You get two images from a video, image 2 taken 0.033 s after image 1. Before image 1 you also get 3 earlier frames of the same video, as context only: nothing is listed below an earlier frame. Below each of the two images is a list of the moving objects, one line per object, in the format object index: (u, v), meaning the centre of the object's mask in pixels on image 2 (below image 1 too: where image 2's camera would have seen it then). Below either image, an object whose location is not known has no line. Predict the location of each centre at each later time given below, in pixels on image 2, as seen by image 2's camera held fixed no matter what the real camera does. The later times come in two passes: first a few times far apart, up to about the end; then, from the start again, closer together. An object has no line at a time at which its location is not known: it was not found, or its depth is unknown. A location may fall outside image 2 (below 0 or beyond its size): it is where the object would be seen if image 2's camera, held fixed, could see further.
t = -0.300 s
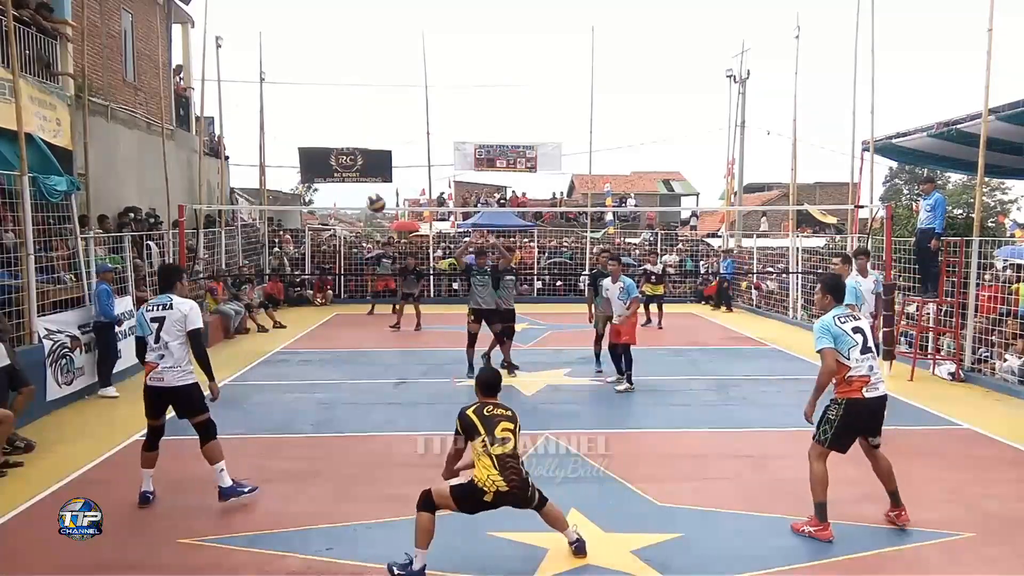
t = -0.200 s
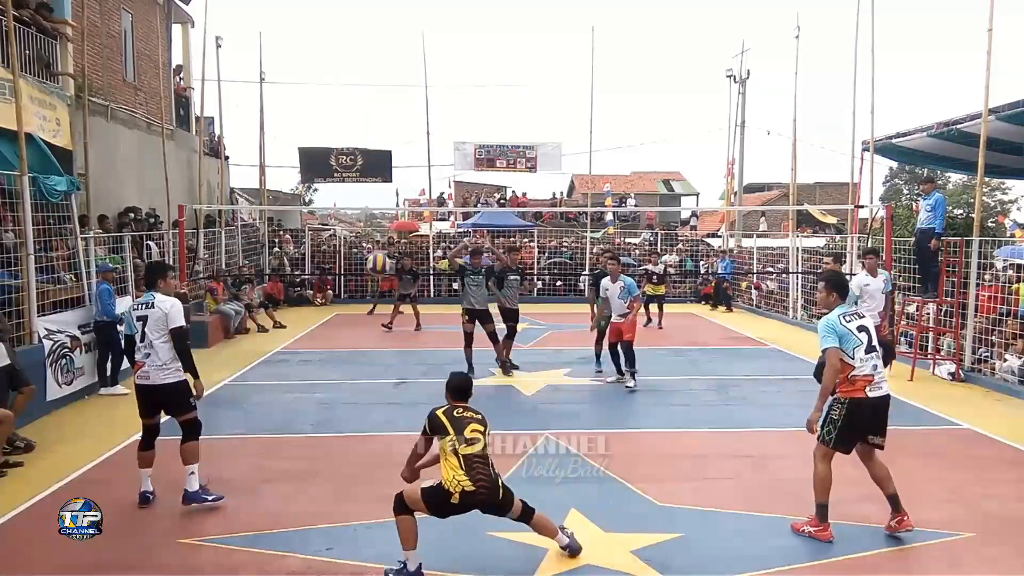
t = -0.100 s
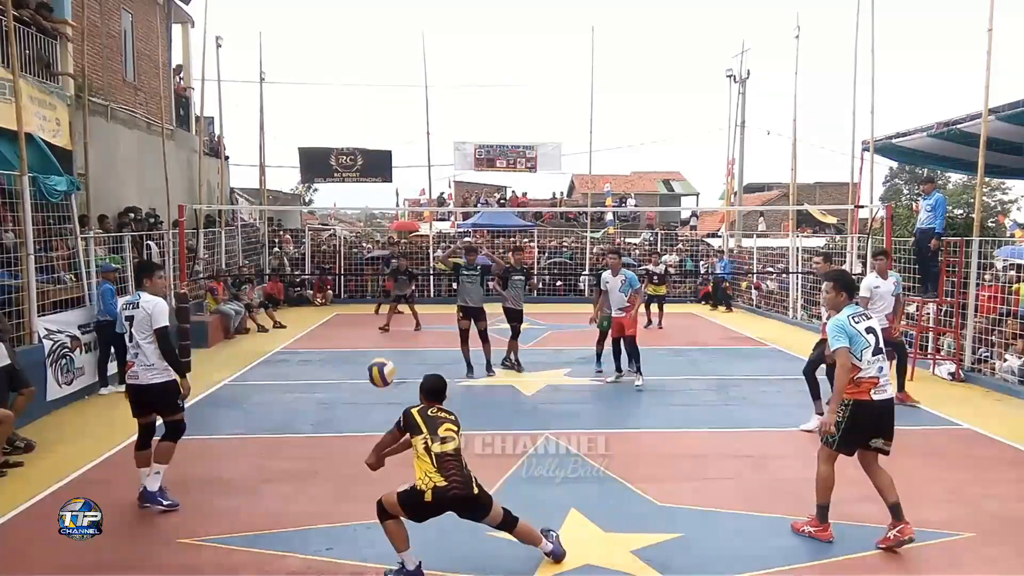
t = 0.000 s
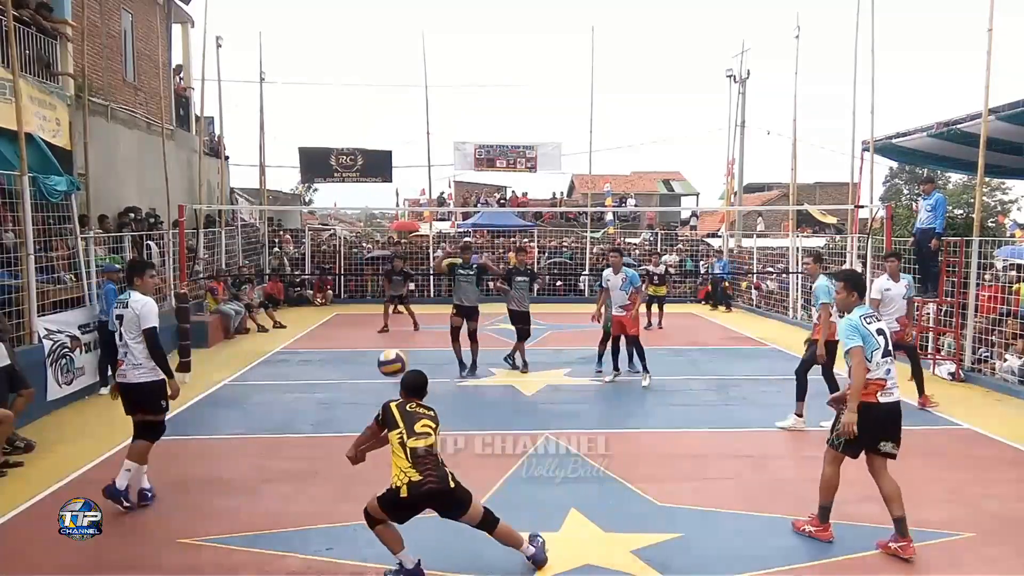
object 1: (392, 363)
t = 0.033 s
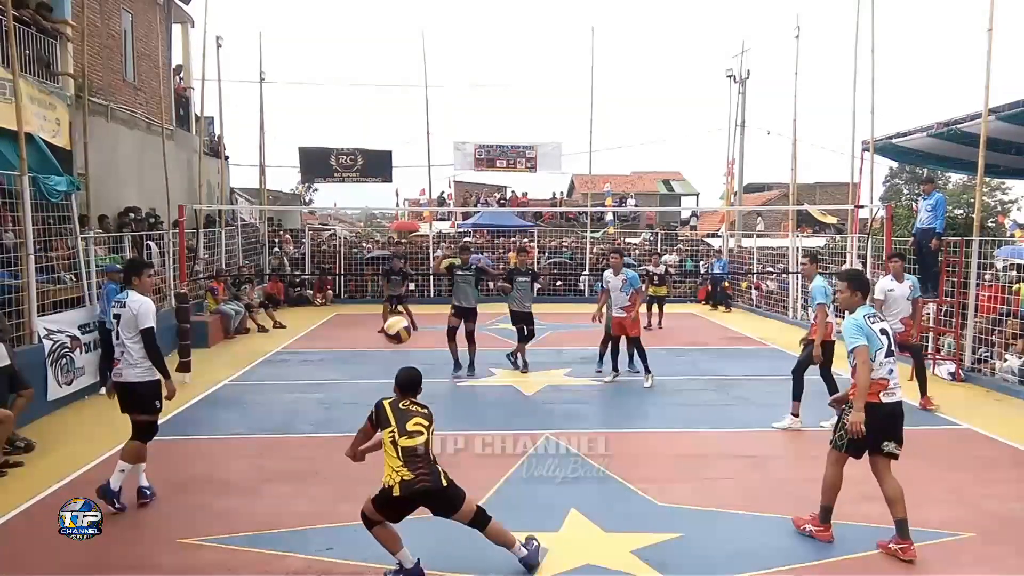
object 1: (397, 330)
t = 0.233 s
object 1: (424, 183)
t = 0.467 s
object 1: (452, 96)
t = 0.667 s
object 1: (472, 78)
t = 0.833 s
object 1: (488, 93)
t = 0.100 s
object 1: (406, 272)
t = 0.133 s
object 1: (411, 246)
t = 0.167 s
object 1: (416, 223)
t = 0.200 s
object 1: (419, 202)
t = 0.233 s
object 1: (424, 183)
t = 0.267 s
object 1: (429, 166)
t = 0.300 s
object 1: (433, 150)
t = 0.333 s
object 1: (437, 136)
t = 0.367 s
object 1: (441, 124)
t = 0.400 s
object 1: (445, 114)
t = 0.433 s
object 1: (449, 105)
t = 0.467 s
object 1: (452, 96)
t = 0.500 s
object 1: (456, 90)
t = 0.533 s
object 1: (459, 86)
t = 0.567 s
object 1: (463, 82)
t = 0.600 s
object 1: (466, 80)
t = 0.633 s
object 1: (469, 79)
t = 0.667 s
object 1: (472, 78)
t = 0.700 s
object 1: (476, 78)
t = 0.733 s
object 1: (479, 81)
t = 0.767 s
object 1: (482, 84)
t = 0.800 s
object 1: (485, 88)
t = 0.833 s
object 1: (488, 93)
